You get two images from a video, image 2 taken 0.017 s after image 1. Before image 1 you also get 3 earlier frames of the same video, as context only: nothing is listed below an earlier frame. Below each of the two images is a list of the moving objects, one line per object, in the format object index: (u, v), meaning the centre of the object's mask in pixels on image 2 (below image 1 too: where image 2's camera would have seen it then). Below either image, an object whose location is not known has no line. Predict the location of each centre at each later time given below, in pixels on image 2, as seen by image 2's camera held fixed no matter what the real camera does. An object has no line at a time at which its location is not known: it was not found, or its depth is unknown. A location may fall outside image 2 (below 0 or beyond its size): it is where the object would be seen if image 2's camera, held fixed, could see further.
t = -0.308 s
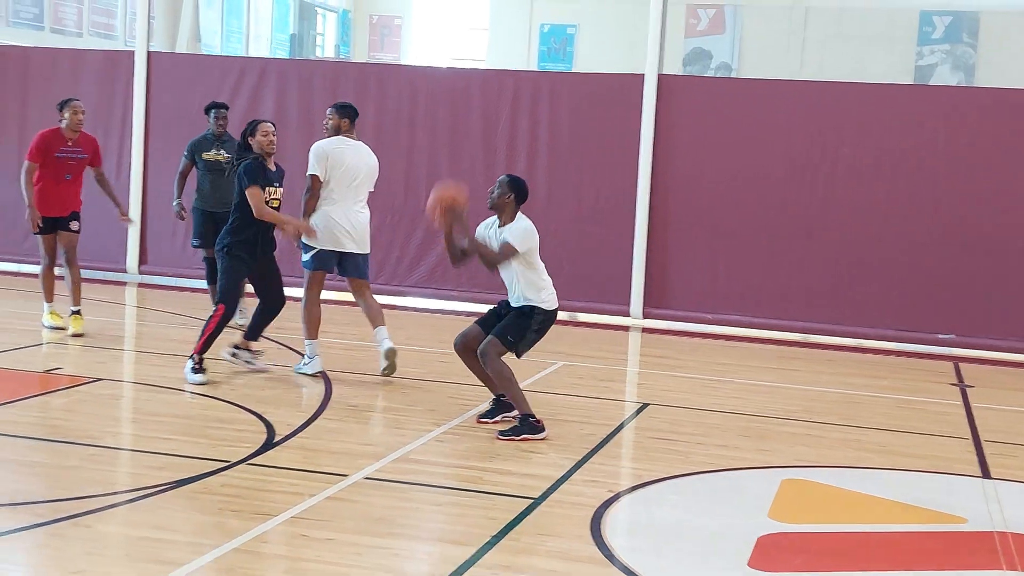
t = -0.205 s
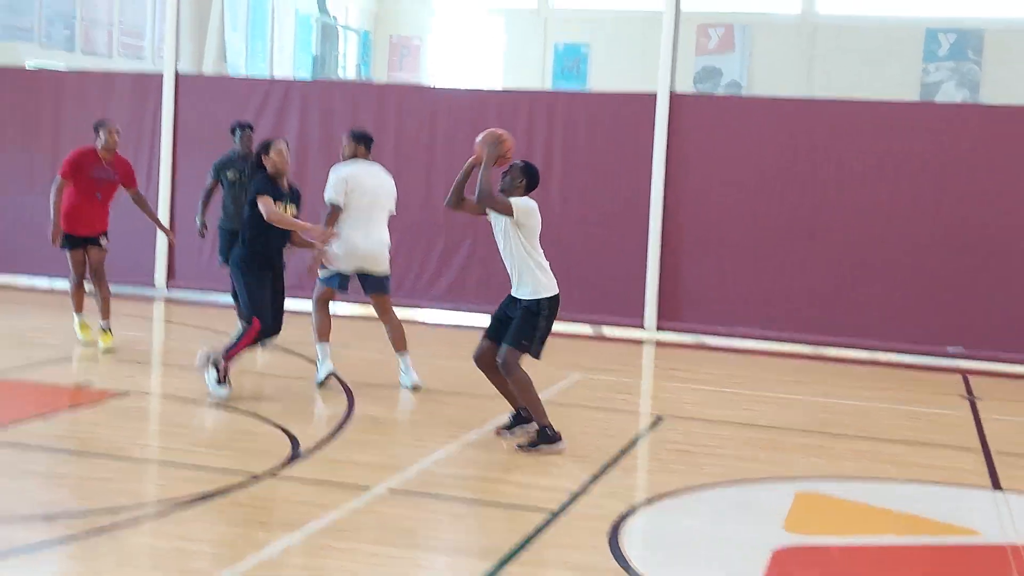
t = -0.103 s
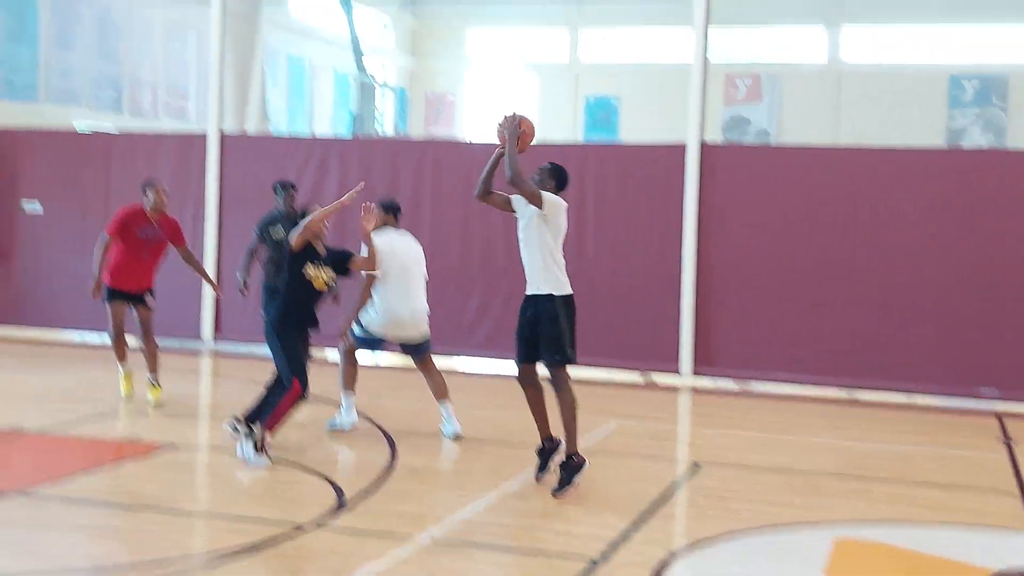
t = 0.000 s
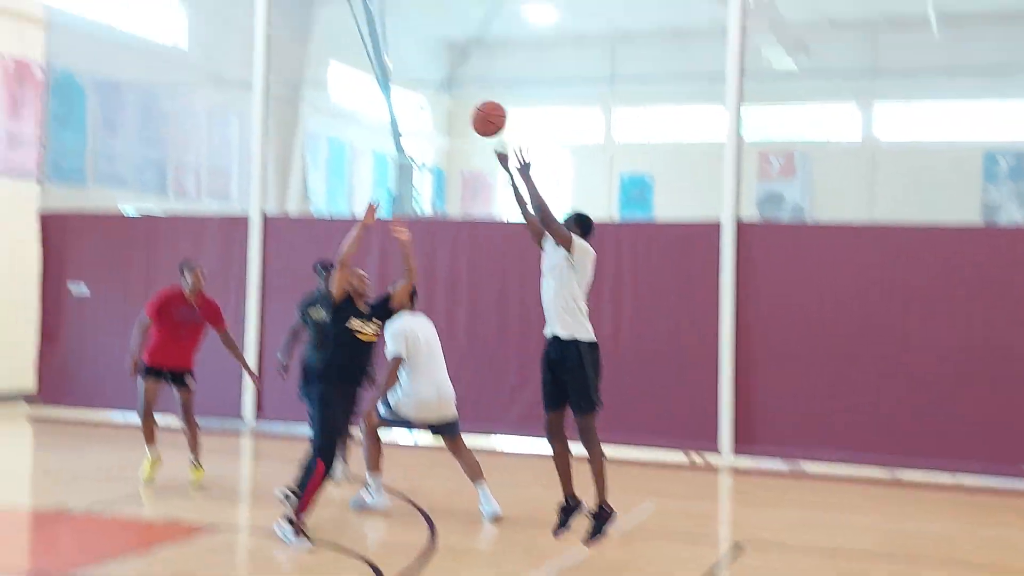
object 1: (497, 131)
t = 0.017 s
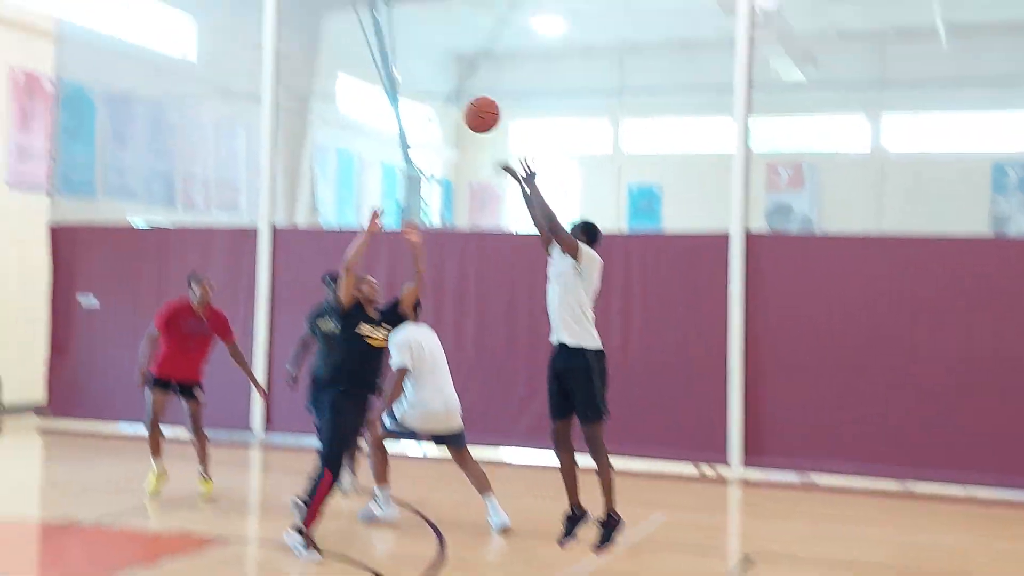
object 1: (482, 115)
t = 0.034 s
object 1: (466, 99)
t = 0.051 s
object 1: (452, 84)
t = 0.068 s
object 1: (436, 69)
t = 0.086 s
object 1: (421, 55)
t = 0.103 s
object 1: (405, 42)
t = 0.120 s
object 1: (389, 28)
